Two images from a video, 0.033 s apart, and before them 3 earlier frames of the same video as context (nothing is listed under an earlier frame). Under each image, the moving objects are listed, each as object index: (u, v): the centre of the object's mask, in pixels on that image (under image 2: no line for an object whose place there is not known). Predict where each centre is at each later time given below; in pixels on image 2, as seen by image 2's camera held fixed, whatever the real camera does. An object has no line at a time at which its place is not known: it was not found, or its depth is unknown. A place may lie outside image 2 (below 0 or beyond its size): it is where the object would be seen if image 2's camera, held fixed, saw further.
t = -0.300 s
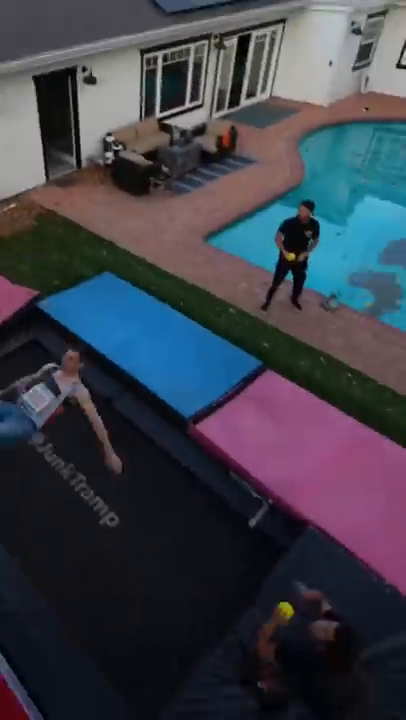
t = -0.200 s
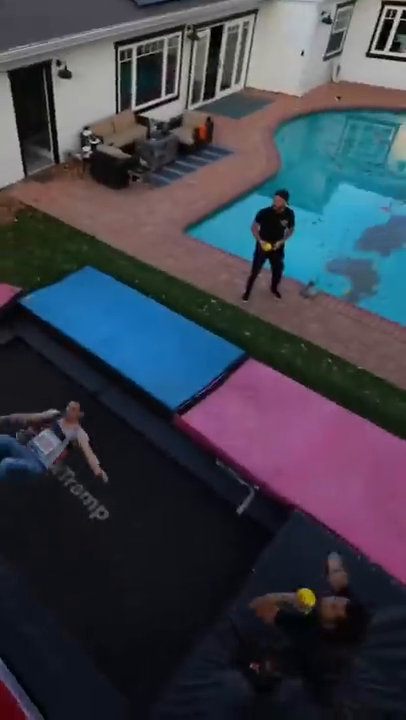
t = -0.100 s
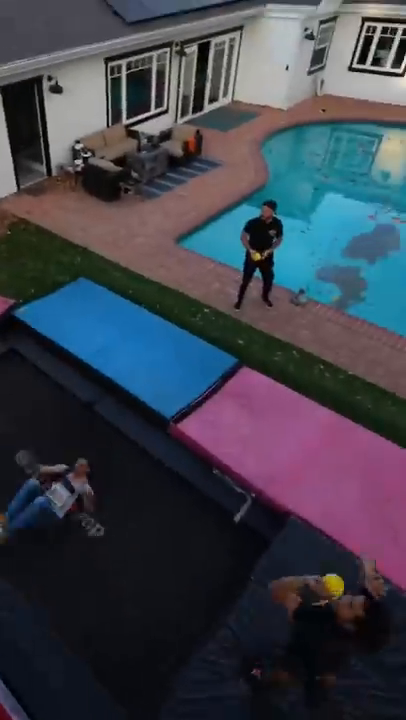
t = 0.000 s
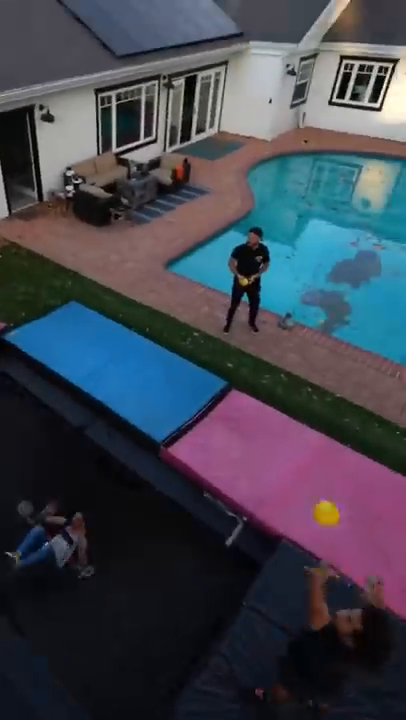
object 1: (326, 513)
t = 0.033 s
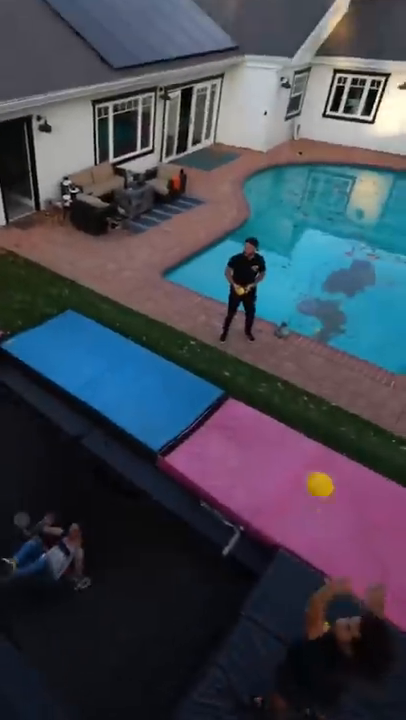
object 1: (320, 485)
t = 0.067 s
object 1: (314, 446)
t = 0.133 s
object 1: (300, 361)
